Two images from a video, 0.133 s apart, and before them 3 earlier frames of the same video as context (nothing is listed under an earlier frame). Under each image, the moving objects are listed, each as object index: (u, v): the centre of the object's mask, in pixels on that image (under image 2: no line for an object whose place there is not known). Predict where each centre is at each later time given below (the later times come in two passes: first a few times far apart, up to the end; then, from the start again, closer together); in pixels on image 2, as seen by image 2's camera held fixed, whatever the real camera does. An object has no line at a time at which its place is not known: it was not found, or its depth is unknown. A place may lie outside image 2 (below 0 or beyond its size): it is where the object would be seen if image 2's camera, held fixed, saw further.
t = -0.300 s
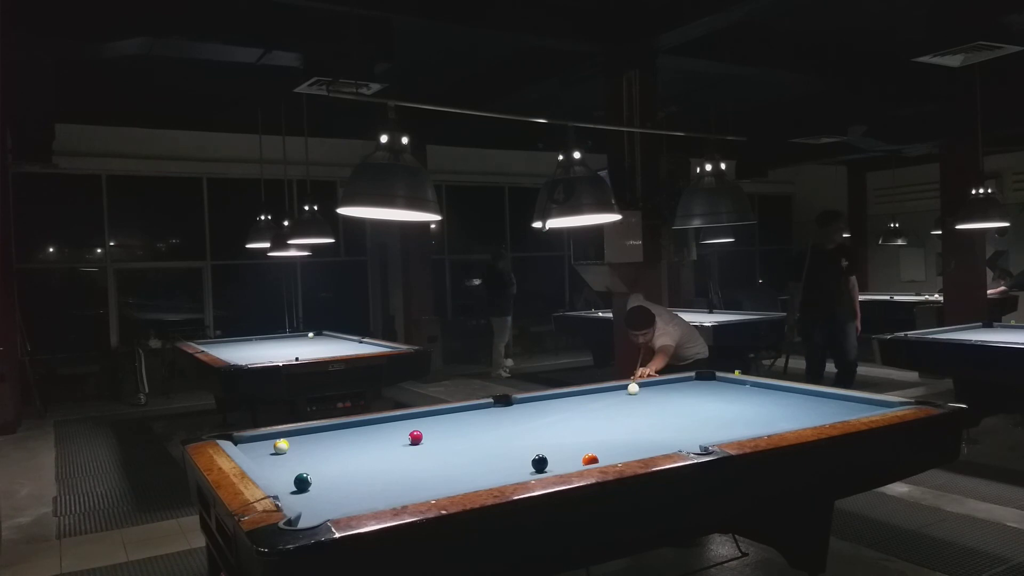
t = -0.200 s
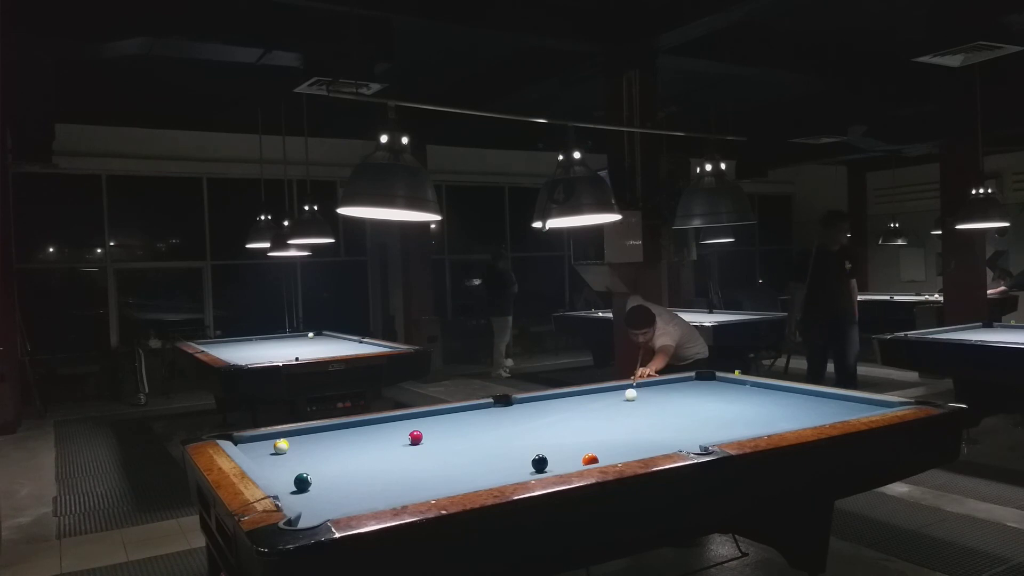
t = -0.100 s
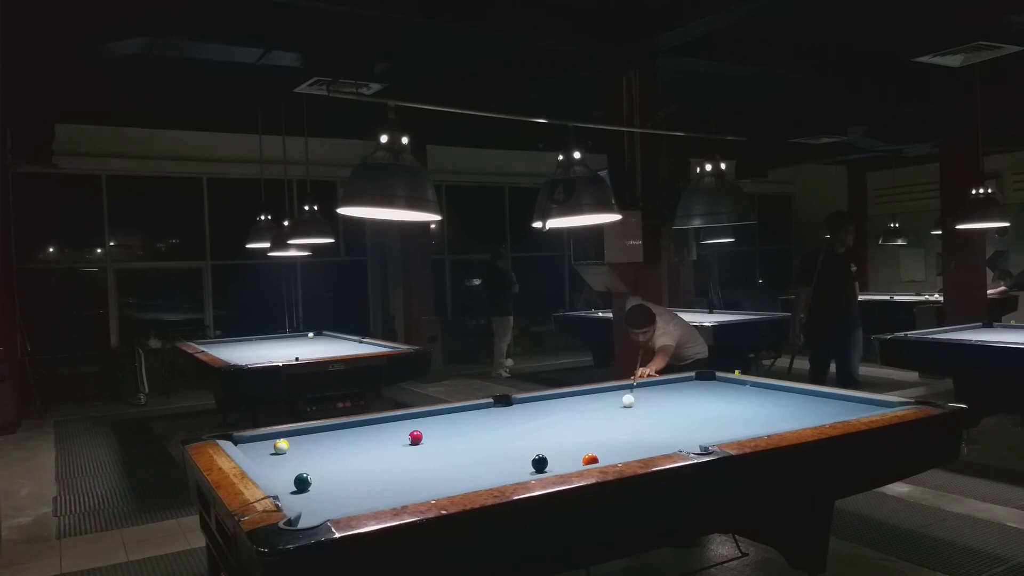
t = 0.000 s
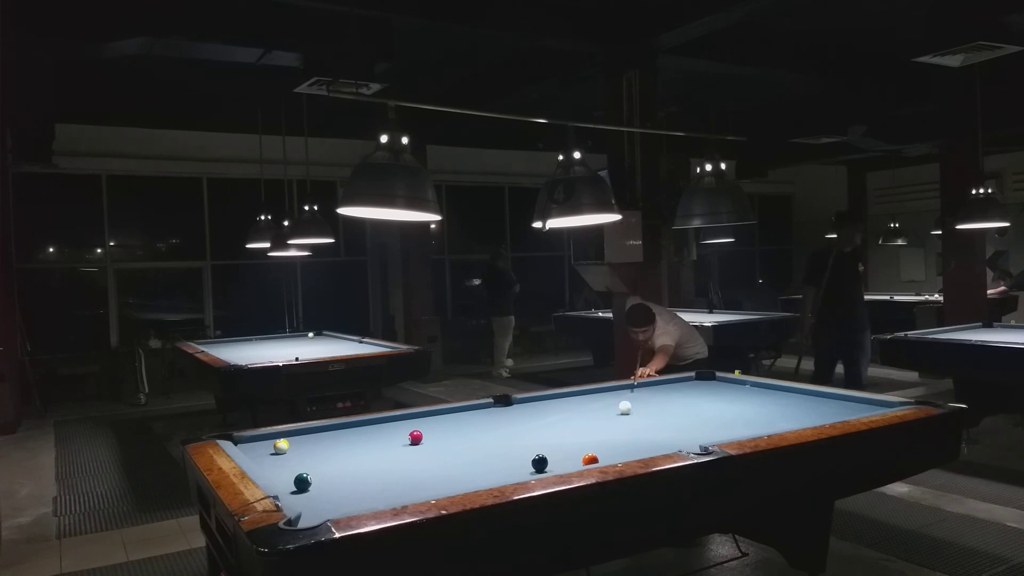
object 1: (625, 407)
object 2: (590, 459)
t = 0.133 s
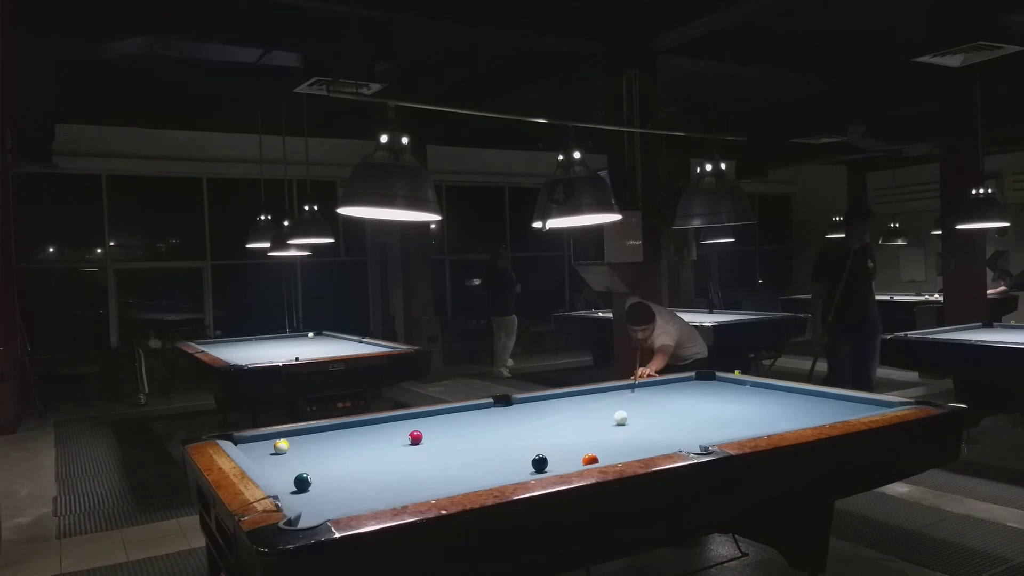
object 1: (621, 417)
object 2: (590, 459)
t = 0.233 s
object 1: (617, 426)
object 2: (590, 459)
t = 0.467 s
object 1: (607, 450)
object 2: (590, 459)
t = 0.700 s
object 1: (594, 456)
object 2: (554, 467)
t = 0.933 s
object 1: (559, 452)
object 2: (506, 477)
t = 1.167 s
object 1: (528, 447)
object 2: (455, 486)
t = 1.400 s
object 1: (499, 442)
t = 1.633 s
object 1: (474, 439)
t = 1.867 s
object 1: (450, 435)
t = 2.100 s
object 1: (429, 432)
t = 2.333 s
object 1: (408, 428)
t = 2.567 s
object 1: (390, 426)
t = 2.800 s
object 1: (373, 424)
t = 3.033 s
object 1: (363, 423)
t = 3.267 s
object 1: (362, 426)
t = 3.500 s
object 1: (361, 428)
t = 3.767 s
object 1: (360, 431)
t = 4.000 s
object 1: (359, 434)
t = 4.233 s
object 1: (358, 436)
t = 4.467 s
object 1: (357, 438)
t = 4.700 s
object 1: (356, 439)
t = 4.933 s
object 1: (355, 441)
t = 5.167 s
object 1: (354, 442)
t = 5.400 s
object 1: (353, 444)
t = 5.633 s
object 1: (353, 445)
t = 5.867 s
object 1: (353, 445)
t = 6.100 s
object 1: (352, 446)
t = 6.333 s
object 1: (352, 446)
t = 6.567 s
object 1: (351, 446)
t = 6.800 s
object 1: (351, 446)
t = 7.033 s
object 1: (351, 446)
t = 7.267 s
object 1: (351, 446)
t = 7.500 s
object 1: (351, 446)
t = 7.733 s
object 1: (351, 446)
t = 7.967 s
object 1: (351, 446)
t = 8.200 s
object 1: (351, 446)
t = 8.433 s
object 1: (351, 446)
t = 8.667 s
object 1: (351, 446)
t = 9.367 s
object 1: (351, 446)
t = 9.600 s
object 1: (351, 446)
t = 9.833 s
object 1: (351, 446)
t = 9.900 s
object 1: (351, 446)
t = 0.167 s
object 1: (620, 420)
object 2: (590, 459)
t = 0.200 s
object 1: (619, 423)
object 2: (590, 459)
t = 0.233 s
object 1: (617, 426)
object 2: (590, 459)
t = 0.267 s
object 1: (616, 429)
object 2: (590, 459)
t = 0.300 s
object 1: (615, 432)
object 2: (590, 459)
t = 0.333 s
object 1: (614, 435)
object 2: (590, 459)
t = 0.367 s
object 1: (612, 439)
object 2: (590, 459)
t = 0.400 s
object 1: (611, 443)
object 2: (590, 459)
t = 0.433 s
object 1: (609, 447)
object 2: (590, 459)
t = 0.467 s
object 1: (607, 450)
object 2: (590, 459)
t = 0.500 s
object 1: (606, 453)
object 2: (590, 459)
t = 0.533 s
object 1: (605, 455)
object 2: (590, 459)
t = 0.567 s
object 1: (607, 456)
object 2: (584, 461)
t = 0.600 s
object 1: (609, 457)
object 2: (576, 463)
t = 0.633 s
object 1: (604, 456)
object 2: (568, 464)
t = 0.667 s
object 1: (599, 457)
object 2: (561, 466)
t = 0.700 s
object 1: (594, 456)
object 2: (554, 467)
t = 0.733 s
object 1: (588, 456)
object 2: (547, 468)
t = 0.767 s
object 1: (583, 456)
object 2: (541, 470)
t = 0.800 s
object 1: (578, 455)
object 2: (535, 471)
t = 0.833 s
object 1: (573, 454)
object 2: (528, 472)
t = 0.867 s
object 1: (568, 453)
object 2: (521, 474)
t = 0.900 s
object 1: (563, 452)
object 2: (514, 475)
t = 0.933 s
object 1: (559, 452)
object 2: (506, 477)
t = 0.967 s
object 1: (554, 451)
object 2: (499, 478)
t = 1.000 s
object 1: (550, 450)
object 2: (492, 479)
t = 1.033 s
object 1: (546, 449)
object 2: (484, 481)
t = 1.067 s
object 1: (541, 448)
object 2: (477, 482)
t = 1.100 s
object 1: (536, 447)
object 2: (470, 484)
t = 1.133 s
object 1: (532, 447)
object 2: (462, 485)
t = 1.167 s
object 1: (528, 447)
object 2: (455, 486)
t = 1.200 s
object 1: (523, 446)
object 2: (447, 488)
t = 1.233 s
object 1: (519, 445)
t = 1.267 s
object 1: (515, 445)
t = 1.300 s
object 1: (511, 444)
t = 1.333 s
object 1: (507, 444)
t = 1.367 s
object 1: (503, 443)
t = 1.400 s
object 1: (499, 442)
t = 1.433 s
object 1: (496, 442)
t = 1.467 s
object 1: (492, 441)
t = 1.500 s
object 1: (488, 441)
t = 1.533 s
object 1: (484, 440)
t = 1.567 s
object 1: (481, 439)
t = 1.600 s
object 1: (477, 439)
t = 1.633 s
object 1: (474, 439)
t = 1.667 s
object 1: (470, 438)
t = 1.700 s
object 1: (467, 437)
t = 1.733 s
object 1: (463, 437)
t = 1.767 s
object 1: (460, 436)
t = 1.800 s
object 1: (457, 436)
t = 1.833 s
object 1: (453, 435)
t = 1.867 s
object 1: (450, 435)
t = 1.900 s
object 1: (447, 434)
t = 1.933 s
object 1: (444, 434)
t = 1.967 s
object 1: (441, 433)
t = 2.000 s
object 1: (438, 433)
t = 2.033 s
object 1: (435, 432)
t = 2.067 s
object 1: (432, 432)
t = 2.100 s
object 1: (429, 432)
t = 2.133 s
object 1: (427, 431)
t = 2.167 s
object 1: (424, 430)
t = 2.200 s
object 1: (422, 429)
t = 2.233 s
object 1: (418, 427)
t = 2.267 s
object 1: (414, 427)
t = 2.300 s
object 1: (411, 428)
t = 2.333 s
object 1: (408, 428)
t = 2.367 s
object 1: (406, 428)
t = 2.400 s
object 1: (403, 428)
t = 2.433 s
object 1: (401, 427)
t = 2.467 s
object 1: (398, 427)
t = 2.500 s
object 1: (396, 427)
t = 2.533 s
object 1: (393, 426)
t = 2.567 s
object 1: (390, 426)
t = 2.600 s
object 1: (388, 426)
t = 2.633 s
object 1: (385, 425)
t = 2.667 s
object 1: (383, 425)
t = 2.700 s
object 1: (381, 425)
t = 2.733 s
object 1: (378, 424)
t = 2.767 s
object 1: (376, 424)
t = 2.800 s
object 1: (373, 424)
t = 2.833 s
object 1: (371, 423)
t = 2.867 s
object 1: (369, 423)
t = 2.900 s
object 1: (367, 423)
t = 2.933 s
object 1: (364, 422)
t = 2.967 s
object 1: (363, 422)
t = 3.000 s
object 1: (363, 423)
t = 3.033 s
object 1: (363, 423)
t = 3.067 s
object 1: (363, 424)
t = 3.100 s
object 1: (363, 424)
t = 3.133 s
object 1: (362, 424)
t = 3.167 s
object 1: (362, 425)
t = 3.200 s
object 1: (362, 425)
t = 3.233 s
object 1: (362, 426)
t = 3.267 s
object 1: (362, 426)
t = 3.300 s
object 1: (362, 426)
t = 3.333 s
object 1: (362, 427)
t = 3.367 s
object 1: (362, 427)
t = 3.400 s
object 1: (361, 427)
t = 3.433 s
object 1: (361, 428)
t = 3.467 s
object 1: (361, 428)
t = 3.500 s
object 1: (361, 428)
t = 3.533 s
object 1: (361, 429)
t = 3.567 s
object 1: (361, 429)
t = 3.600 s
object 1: (361, 430)
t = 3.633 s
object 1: (360, 430)
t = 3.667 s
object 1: (360, 430)
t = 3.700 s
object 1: (360, 431)
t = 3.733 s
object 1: (360, 431)
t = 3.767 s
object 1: (360, 431)
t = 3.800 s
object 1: (360, 432)
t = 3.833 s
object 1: (360, 432)
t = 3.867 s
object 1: (360, 432)
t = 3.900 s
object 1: (359, 433)
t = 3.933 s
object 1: (359, 433)
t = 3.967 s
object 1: (359, 433)
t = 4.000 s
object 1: (359, 434)
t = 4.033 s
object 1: (359, 434)
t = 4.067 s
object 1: (359, 434)
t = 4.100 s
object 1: (359, 435)
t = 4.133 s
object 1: (359, 435)
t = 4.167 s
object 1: (358, 435)
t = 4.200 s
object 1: (358, 435)
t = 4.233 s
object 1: (358, 436)
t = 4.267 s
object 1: (358, 436)
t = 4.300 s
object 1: (358, 436)
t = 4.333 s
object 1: (358, 437)
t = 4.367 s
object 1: (357, 437)
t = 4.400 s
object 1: (357, 437)
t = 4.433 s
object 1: (357, 437)
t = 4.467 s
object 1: (357, 438)
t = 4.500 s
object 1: (357, 438)
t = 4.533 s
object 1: (357, 438)
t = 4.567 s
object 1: (357, 439)
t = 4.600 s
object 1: (356, 439)
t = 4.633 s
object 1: (356, 439)
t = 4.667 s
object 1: (356, 439)
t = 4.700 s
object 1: (356, 439)
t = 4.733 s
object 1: (356, 440)
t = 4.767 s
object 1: (356, 440)
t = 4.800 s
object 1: (355, 440)
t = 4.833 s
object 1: (355, 440)
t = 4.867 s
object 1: (355, 441)
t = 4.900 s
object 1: (355, 441)
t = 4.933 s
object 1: (355, 441)
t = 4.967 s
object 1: (355, 441)
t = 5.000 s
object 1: (355, 441)
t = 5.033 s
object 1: (355, 442)
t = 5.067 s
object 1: (354, 442)
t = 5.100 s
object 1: (354, 442)
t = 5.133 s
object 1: (354, 442)
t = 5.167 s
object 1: (354, 442)
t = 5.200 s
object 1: (354, 443)
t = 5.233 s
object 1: (354, 443)
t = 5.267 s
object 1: (354, 443)
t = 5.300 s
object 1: (354, 443)
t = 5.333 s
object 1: (354, 443)
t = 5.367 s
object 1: (353, 444)
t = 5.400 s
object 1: (353, 444)
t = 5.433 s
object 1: (353, 444)
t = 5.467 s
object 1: (353, 444)
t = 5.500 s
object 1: (353, 444)
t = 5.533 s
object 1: (353, 444)
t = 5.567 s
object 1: (353, 444)
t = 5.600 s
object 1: (353, 445)
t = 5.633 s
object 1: (353, 445)
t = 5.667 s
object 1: (353, 445)
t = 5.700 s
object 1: (353, 445)
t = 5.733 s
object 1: (353, 445)
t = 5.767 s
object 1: (353, 445)
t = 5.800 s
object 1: (353, 445)
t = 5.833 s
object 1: (353, 445)
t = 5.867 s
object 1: (353, 445)
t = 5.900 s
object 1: (352, 445)
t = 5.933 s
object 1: (352, 445)
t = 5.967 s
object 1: (352, 446)
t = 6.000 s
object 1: (352, 446)
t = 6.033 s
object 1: (352, 446)
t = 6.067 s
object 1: (352, 446)
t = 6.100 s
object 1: (352, 446)
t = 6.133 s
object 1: (352, 445)
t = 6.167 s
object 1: (352, 446)
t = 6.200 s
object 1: (352, 446)
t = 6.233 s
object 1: (352, 446)
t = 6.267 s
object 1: (352, 446)
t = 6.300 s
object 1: (352, 446)
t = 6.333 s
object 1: (352, 446)
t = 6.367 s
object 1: (352, 446)
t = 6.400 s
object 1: (352, 446)
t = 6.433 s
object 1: (352, 446)
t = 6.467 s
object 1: (352, 446)
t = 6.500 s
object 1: (352, 446)
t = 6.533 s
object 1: (352, 446)
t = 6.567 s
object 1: (351, 446)
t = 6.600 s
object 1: (351, 446)
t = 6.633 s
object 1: (351, 446)
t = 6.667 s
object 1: (351, 446)
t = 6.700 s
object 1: (351, 446)
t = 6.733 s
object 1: (351, 446)
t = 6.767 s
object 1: (351, 446)
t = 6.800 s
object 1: (351, 446)
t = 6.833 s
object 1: (351, 446)
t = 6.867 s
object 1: (351, 446)
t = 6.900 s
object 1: (351, 446)
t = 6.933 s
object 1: (351, 446)
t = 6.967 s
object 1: (351, 446)
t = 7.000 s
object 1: (351, 446)
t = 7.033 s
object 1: (351, 446)
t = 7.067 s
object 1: (351, 446)
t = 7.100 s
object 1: (351, 446)
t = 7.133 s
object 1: (351, 446)
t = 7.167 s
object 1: (351, 446)
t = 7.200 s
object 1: (351, 446)
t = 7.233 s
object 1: (351, 446)
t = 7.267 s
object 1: (351, 446)
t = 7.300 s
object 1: (351, 446)
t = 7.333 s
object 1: (351, 446)
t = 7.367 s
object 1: (351, 446)
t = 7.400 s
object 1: (351, 446)
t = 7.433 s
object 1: (351, 446)
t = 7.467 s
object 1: (351, 446)
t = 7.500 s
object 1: (351, 446)
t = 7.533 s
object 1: (351, 446)
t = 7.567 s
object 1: (351, 446)
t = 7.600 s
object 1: (351, 446)
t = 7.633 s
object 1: (351, 446)
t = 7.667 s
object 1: (351, 446)
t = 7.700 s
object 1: (351, 446)
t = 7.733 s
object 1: (351, 446)
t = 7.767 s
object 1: (351, 446)
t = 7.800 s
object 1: (351, 446)
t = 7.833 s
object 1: (351, 446)
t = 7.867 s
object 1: (351, 446)
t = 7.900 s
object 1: (351, 446)
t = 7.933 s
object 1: (351, 446)
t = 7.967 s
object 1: (351, 446)
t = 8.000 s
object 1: (351, 446)
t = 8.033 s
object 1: (351, 446)
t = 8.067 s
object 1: (351, 446)
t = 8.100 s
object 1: (351, 446)
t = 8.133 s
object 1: (351, 446)
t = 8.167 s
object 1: (351, 446)
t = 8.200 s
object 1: (351, 446)
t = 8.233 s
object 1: (351, 446)
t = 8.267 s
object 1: (351, 446)
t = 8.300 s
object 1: (351, 446)
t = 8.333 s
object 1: (351, 446)
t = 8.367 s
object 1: (351, 446)
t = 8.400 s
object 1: (351, 446)
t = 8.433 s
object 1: (351, 446)
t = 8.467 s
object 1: (351, 446)
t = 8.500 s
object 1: (351, 446)
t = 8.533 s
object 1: (351, 446)
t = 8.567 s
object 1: (351, 446)
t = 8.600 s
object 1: (351, 446)
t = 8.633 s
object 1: (351, 446)
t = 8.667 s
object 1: (351, 446)
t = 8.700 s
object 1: (351, 446)
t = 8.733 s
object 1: (351, 445)
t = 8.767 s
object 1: (348, 446)
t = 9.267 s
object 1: (352, 446)
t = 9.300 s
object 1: (351, 446)
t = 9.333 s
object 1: (351, 446)
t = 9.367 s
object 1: (351, 446)
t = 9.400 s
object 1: (351, 446)
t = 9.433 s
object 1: (351, 446)
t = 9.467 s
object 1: (351, 446)
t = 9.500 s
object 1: (351, 446)
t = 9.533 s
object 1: (351, 446)
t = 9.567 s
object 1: (351, 446)
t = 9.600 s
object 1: (351, 446)
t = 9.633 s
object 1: (351, 446)
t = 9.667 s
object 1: (351, 446)
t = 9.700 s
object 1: (351, 446)
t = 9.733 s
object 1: (351, 446)
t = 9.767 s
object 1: (351, 446)
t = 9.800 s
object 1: (351, 446)
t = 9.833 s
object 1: (351, 446)
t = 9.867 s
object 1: (351, 446)
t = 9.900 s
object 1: (351, 446)
